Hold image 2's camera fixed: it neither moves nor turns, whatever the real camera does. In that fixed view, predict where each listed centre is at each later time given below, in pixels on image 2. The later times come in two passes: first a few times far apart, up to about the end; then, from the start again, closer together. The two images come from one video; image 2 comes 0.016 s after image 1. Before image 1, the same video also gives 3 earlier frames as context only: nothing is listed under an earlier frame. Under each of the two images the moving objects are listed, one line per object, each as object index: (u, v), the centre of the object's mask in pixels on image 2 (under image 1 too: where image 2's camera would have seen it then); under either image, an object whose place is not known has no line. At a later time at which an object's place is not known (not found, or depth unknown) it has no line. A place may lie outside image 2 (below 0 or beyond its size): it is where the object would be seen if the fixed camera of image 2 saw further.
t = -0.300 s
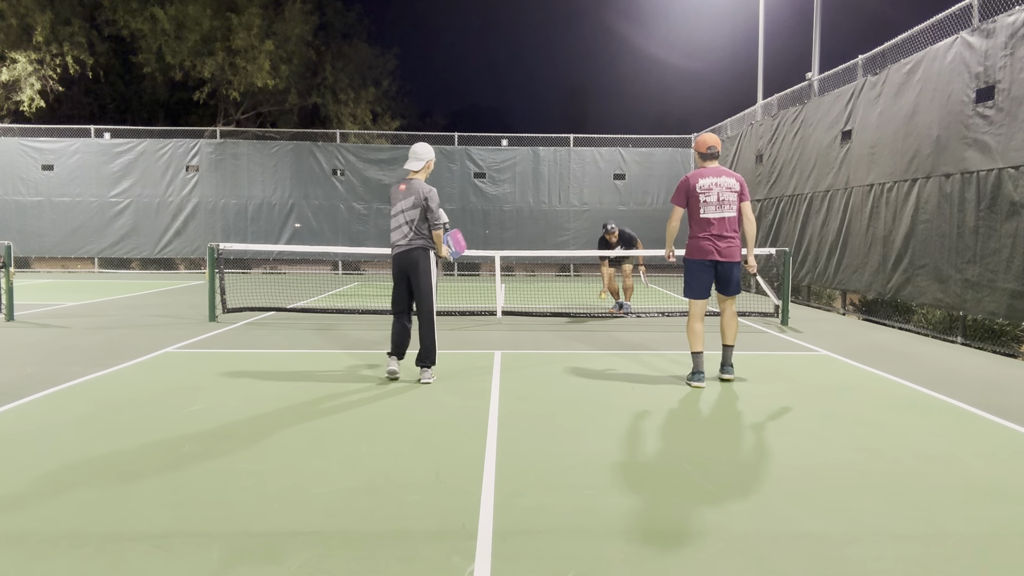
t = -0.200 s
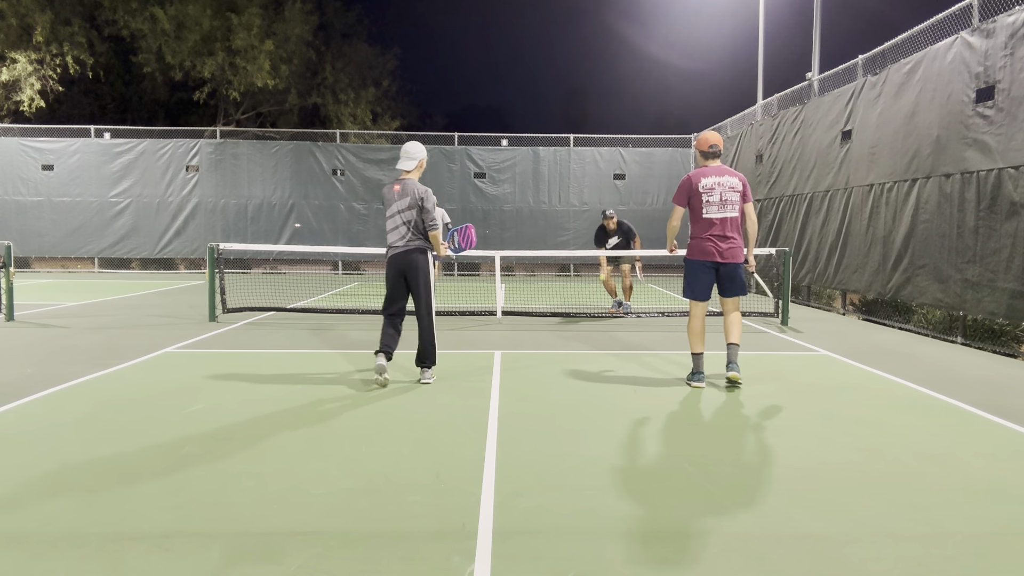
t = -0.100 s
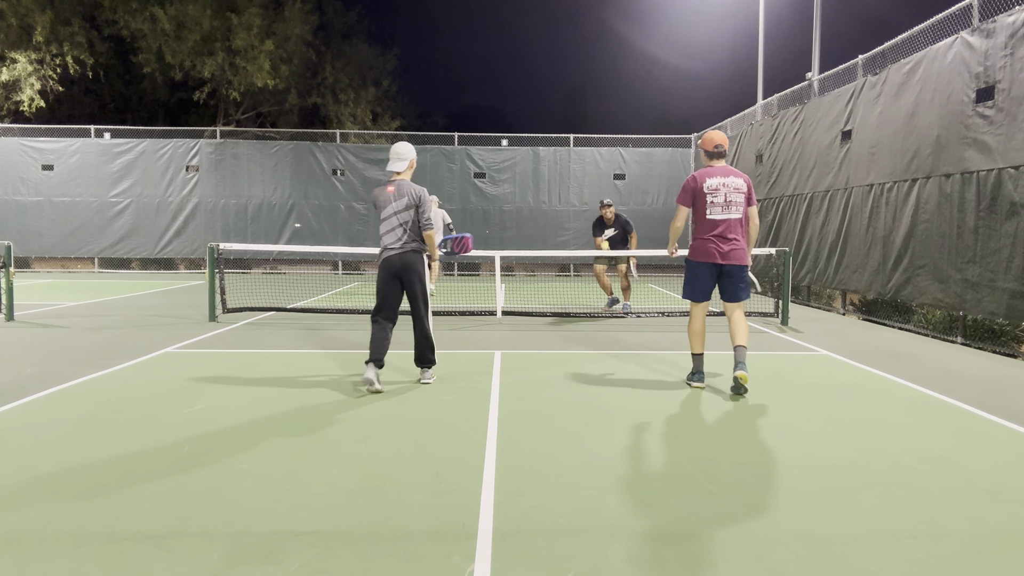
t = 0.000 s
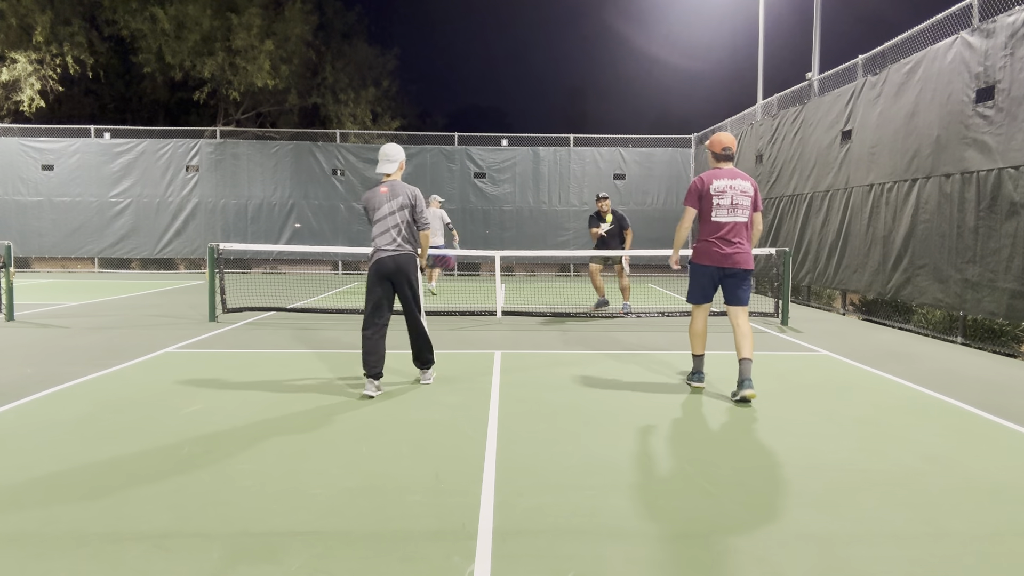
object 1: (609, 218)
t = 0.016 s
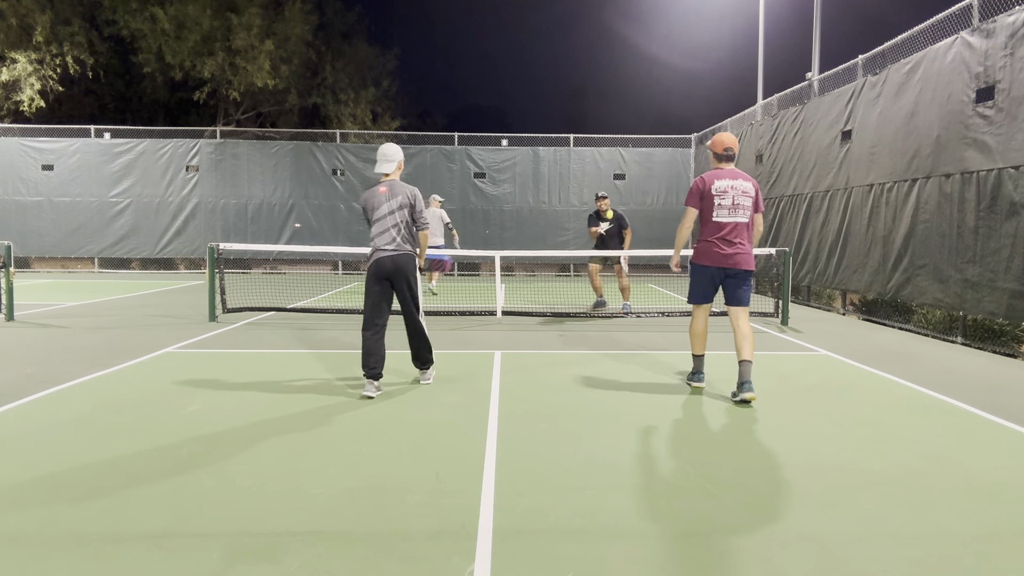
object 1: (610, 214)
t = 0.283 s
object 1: (620, 180)
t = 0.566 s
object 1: (632, 217)
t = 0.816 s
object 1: (643, 329)
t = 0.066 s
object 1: (612, 203)
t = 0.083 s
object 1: (612, 200)
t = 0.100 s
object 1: (613, 197)
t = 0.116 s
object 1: (614, 195)
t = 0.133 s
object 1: (614, 192)
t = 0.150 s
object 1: (615, 190)
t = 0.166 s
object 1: (616, 188)
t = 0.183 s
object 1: (616, 186)
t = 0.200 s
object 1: (617, 185)
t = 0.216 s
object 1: (618, 183)
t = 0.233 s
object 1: (619, 182)
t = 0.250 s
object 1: (619, 182)
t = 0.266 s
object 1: (620, 181)
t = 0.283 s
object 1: (620, 180)
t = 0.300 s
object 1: (621, 180)
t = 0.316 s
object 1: (622, 180)
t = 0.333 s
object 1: (622, 181)
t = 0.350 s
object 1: (623, 181)
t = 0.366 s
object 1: (624, 182)
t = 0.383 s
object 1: (624, 183)
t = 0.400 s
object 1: (625, 185)
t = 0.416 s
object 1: (626, 186)
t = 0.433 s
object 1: (627, 189)
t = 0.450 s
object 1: (627, 191)
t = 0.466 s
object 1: (628, 194)
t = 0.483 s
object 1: (629, 197)
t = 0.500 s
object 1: (629, 200)
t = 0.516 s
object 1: (630, 204)
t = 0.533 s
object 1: (631, 208)
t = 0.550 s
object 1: (631, 212)
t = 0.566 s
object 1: (632, 217)
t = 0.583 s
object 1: (633, 222)
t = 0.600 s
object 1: (633, 227)
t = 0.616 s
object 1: (634, 233)
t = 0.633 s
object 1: (635, 239)
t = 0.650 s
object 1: (635, 244)
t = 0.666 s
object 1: (636, 252)
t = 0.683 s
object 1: (637, 260)
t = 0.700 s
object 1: (638, 266)
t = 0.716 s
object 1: (638, 274)
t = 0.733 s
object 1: (639, 282)
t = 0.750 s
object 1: (640, 291)
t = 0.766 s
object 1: (640, 300)
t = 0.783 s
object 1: (641, 310)
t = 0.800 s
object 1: (642, 319)
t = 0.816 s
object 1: (643, 329)
